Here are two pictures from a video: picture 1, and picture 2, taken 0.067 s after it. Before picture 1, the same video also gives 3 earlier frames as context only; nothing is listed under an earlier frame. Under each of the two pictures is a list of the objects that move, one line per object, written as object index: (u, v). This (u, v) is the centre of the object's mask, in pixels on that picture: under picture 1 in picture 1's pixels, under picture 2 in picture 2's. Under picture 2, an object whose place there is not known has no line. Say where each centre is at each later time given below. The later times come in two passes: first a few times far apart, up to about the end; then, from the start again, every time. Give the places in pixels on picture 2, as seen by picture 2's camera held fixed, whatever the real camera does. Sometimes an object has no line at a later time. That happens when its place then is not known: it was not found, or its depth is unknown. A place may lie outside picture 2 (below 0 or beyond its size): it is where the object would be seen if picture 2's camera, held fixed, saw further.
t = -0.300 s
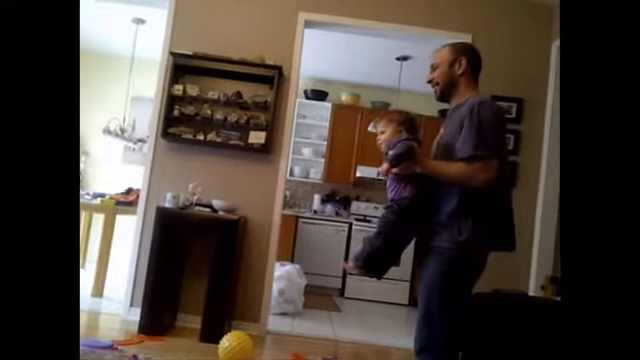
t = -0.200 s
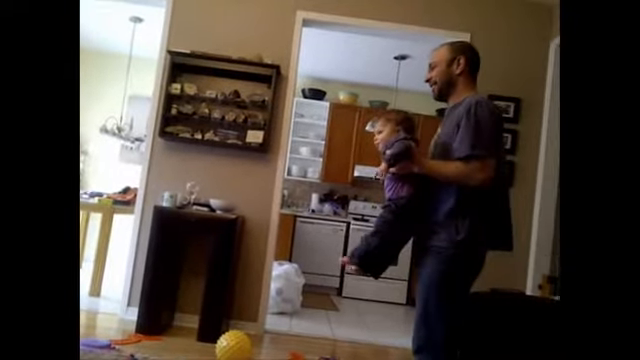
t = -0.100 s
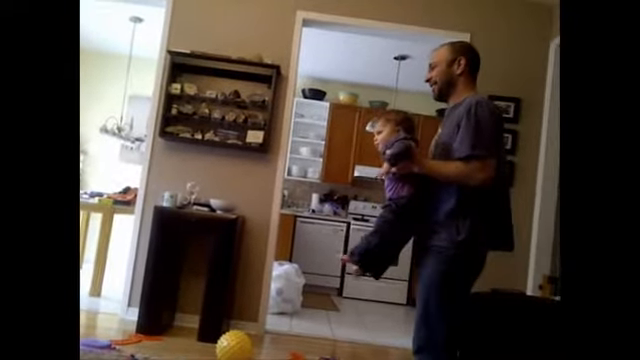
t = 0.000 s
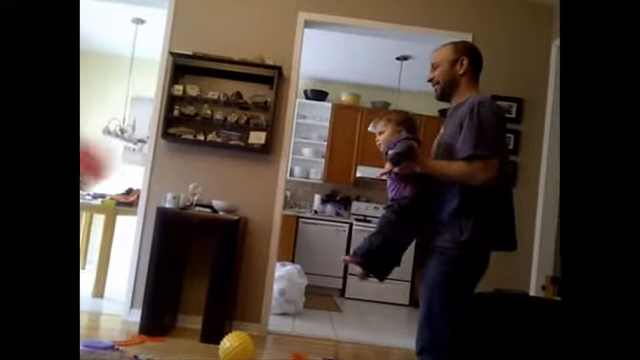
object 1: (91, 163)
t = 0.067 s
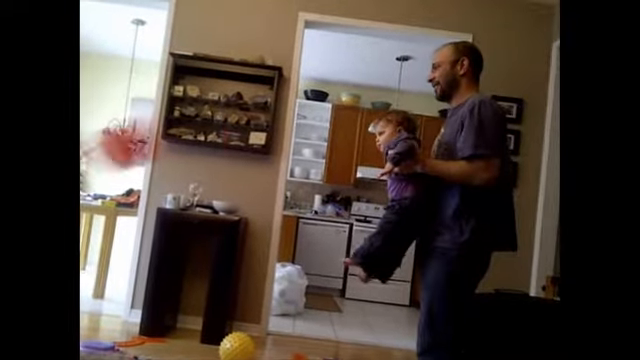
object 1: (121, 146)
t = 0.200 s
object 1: (193, 133)
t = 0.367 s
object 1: (248, 151)
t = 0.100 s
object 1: (147, 138)
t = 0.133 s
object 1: (167, 133)
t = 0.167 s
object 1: (181, 132)
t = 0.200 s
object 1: (193, 133)
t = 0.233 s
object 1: (203, 134)
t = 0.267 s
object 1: (217, 136)
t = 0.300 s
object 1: (229, 140)
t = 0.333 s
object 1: (238, 143)
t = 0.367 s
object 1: (248, 151)
